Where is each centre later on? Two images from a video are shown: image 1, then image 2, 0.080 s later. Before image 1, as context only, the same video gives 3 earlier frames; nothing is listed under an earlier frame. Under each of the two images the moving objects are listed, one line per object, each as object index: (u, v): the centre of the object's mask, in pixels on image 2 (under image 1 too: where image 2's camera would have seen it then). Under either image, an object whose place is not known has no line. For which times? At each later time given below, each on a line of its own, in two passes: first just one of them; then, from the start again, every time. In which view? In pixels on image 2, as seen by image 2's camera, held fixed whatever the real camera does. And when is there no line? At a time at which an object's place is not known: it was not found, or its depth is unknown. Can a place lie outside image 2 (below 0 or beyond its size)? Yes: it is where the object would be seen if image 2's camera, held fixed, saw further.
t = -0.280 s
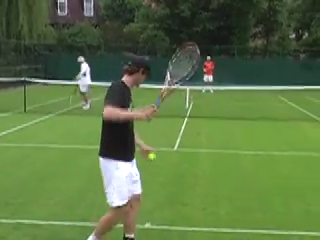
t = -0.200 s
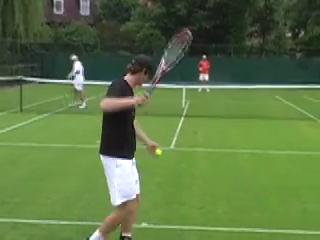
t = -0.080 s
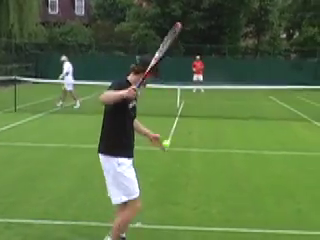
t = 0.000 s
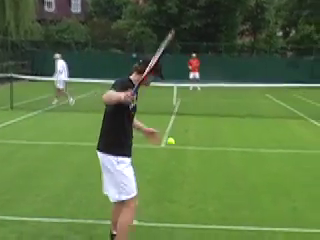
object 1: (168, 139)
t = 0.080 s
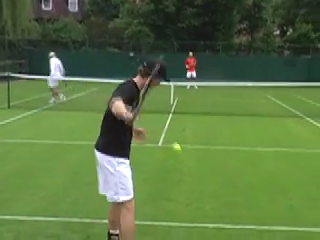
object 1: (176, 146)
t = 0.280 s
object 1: (197, 195)
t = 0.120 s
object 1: (180, 152)
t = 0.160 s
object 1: (185, 161)
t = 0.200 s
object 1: (189, 170)
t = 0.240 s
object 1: (193, 182)
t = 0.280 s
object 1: (197, 195)
